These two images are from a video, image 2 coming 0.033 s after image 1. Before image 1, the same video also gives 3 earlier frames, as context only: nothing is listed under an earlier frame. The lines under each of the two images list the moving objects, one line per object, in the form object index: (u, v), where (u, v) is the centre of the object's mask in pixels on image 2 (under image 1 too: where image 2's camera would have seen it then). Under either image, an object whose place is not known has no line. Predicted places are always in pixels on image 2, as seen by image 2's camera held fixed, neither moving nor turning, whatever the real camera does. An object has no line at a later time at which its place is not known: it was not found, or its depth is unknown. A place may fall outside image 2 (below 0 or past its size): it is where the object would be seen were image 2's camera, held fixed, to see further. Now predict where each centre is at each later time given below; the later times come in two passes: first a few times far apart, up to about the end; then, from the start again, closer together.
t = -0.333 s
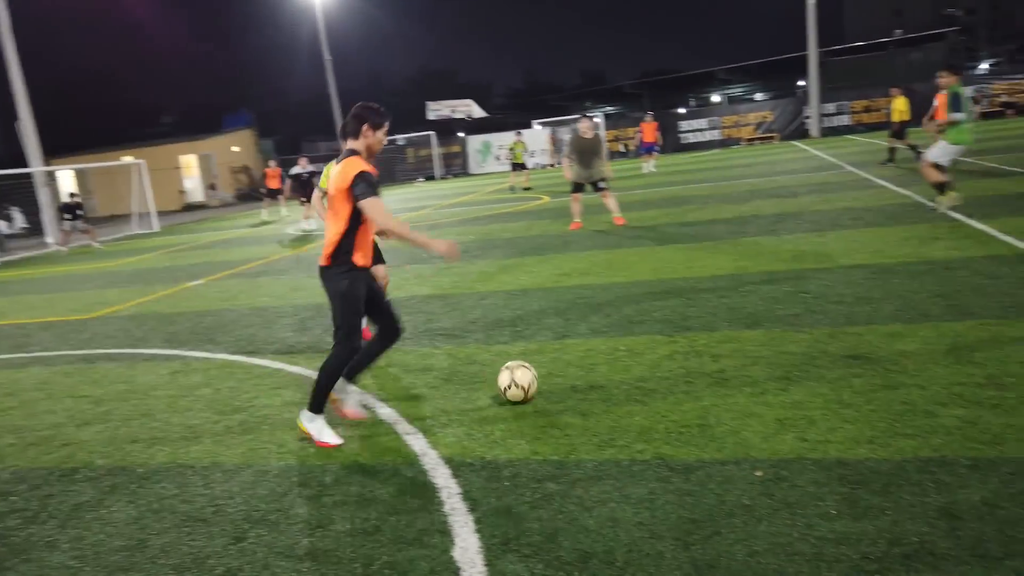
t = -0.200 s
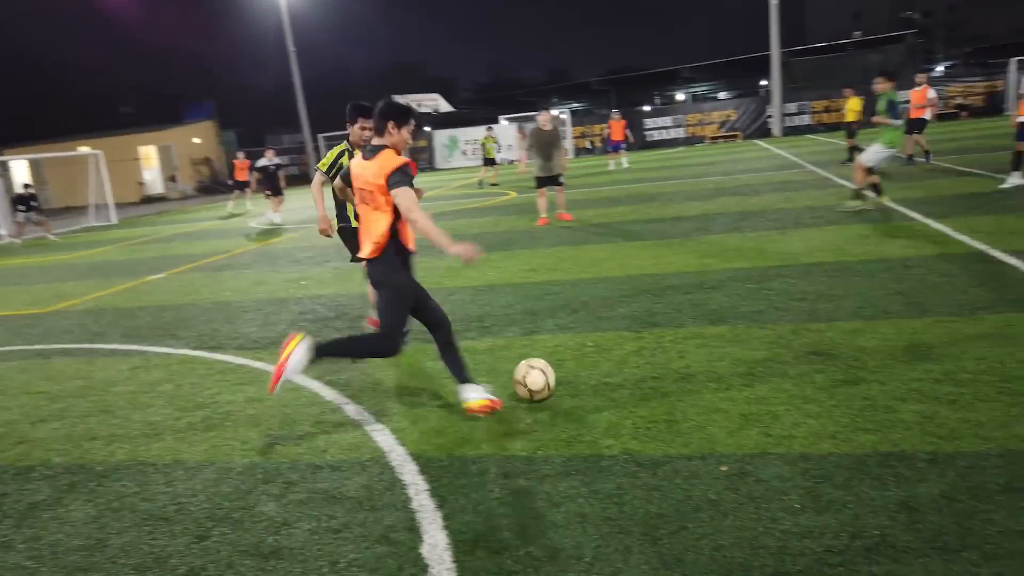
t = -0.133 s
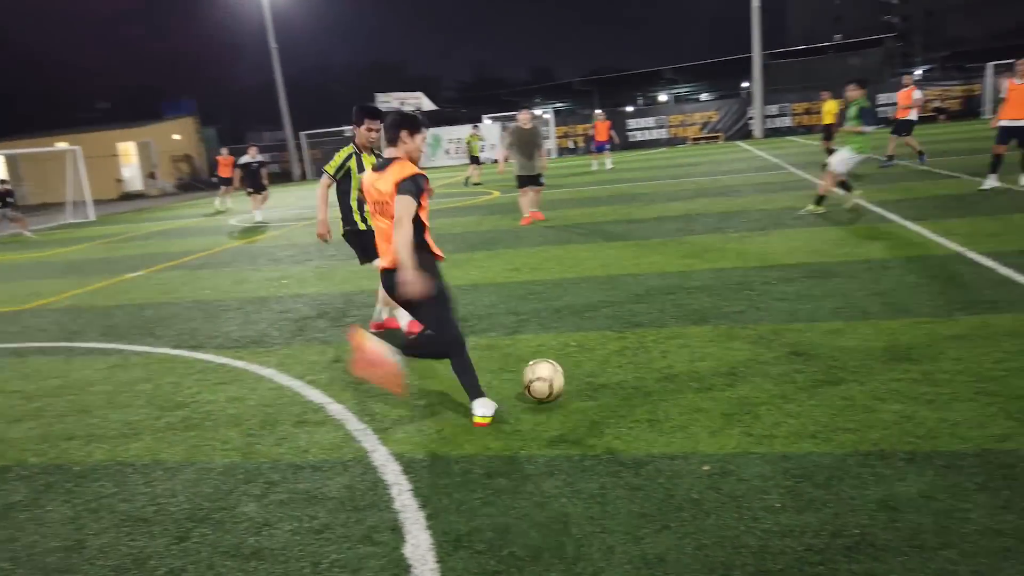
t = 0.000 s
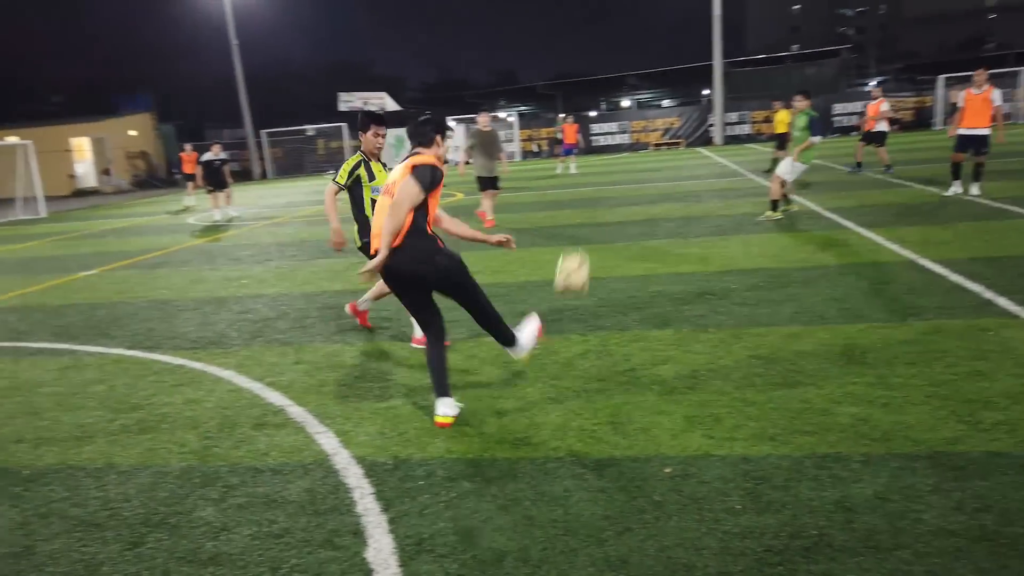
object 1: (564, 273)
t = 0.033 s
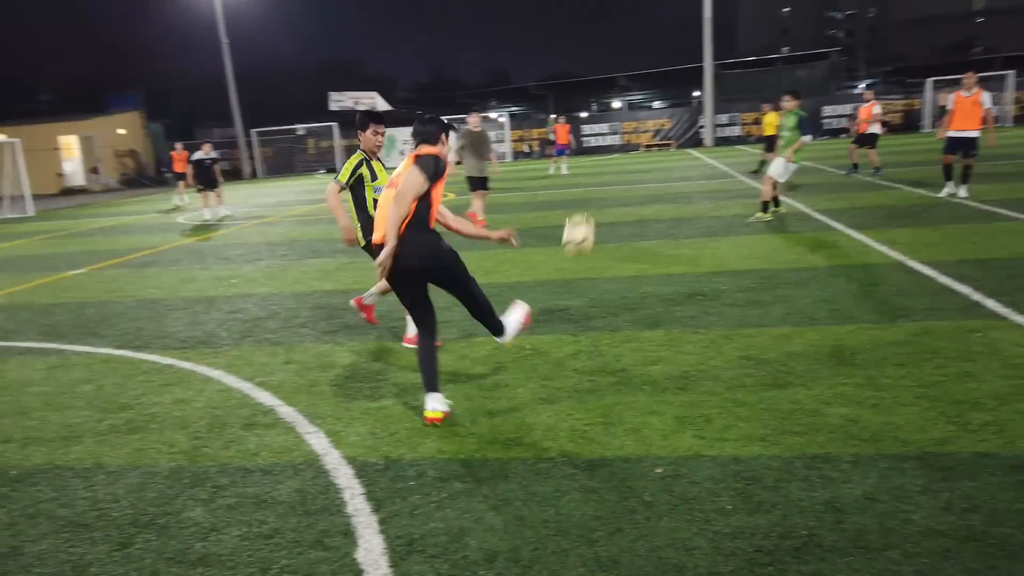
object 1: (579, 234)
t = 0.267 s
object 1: (631, 94)
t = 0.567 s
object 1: (648, 54)
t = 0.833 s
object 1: (650, 63)
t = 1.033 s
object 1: (650, 83)
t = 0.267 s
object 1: (631, 94)
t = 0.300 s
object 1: (634, 85)
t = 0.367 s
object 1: (640, 71)
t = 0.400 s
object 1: (642, 66)
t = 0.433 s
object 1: (643, 62)
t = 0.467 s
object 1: (645, 59)
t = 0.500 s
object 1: (646, 57)
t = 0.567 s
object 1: (648, 54)
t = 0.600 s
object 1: (649, 54)
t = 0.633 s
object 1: (649, 54)
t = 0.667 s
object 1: (649, 55)
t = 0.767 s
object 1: (650, 59)
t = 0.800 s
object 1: (650, 61)
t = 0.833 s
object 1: (650, 63)
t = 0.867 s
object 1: (650, 66)
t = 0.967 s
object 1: (650, 75)
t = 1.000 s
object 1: (650, 80)
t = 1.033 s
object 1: (650, 83)
